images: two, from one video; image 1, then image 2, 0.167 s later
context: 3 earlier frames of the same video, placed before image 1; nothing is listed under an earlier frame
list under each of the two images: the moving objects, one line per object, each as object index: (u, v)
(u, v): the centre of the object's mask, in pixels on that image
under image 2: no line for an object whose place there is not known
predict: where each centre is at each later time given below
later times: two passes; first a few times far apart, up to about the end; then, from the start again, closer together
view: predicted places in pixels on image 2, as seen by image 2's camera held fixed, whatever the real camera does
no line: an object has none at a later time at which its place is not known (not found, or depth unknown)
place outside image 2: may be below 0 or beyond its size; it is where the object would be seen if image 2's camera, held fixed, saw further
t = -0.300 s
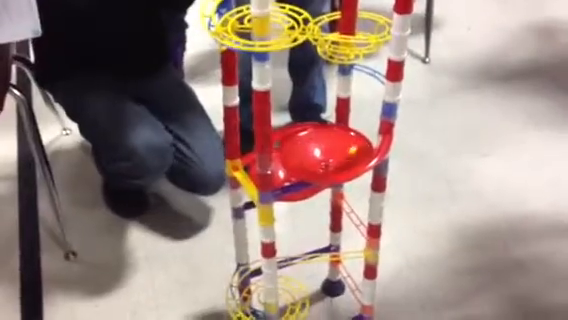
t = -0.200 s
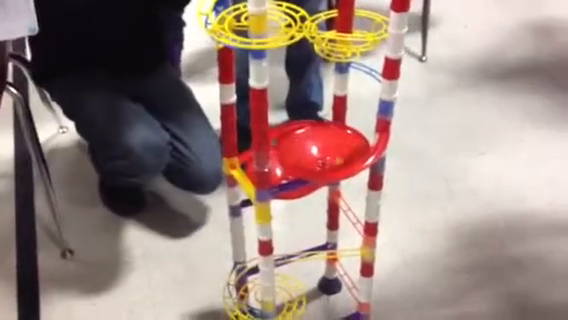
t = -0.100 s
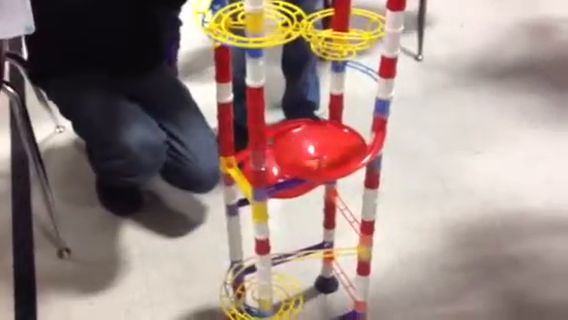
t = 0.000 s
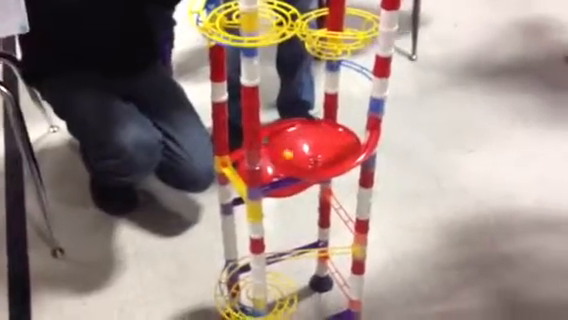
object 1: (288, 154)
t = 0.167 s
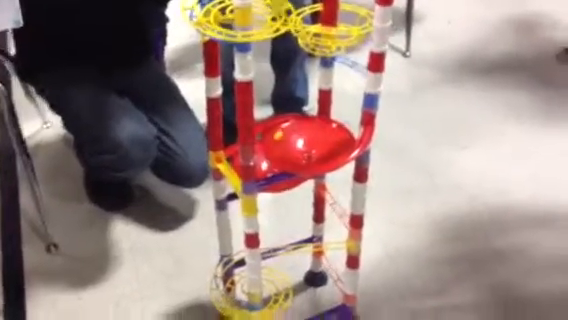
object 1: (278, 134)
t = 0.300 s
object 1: (291, 129)
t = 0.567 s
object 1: (327, 149)
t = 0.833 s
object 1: (301, 158)
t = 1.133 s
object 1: (316, 132)
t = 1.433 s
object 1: (324, 152)
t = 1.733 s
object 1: (291, 136)
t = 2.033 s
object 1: (323, 152)
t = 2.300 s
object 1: (299, 153)
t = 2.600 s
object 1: (327, 140)
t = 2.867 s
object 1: (295, 148)
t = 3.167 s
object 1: (321, 149)
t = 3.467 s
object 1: (304, 147)
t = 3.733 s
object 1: (320, 149)
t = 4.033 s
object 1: (311, 146)
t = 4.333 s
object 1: (313, 155)
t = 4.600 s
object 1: (306, 152)
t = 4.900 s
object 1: (311, 153)
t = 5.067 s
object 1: (312, 154)
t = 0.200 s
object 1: (281, 132)
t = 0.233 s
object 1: (282, 131)
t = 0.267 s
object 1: (286, 129)
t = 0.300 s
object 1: (291, 129)
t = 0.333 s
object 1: (296, 129)
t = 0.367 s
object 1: (302, 129)
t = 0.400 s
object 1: (308, 131)
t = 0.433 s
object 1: (314, 135)
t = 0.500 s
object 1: (322, 139)
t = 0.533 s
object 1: (326, 144)
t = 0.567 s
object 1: (327, 149)
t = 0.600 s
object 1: (327, 153)
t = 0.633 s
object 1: (324, 156)
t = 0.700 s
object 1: (317, 160)
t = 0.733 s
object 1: (312, 161)
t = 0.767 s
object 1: (307, 161)
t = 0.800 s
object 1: (304, 160)
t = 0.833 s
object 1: (301, 158)
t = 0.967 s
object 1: (294, 147)
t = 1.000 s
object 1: (297, 142)
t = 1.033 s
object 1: (300, 138)
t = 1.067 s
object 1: (306, 135)
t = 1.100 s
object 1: (312, 133)
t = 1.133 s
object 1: (316, 132)
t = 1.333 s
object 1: (332, 141)
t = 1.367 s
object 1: (331, 144)
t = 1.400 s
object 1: (328, 147)
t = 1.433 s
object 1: (324, 152)
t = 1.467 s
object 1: (324, 152)
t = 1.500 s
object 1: (321, 155)
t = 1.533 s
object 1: (308, 156)
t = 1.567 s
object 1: (297, 151)
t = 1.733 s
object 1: (291, 136)
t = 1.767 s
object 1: (292, 136)
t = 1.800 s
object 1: (294, 135)
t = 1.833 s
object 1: (299, 135)
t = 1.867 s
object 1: (303, 136)
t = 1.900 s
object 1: (309, 137)
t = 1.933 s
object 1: (315, 140)
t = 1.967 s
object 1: (318, 144)
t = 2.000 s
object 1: (322, 147)
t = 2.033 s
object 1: (323, 152)
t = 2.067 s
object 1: (322, 155)
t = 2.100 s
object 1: (318, 157)
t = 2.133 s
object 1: (316, 158)
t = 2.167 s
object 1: (312, 159)
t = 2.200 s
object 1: (310, 158)
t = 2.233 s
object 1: (309, 157)
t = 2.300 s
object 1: (299, 153)
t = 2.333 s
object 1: (299, 150)
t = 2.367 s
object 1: (300, 147)
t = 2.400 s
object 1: (304, 143)
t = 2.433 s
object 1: (311, 139)
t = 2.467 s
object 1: (315, 137)
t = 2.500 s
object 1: (319, 137)
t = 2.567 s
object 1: (326, 138)
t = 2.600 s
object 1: (327, 140)
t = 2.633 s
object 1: (327, 143)
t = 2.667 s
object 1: (325, 147)
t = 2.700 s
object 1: (323, 151)
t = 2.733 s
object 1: (323, 150)
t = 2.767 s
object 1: (312, 154)
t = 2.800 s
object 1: (302, 153)
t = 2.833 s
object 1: (298, 151)
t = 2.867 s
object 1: (295, 148)
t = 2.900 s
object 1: (294, 145)
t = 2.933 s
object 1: (294, 143)
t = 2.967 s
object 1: (296, 142)
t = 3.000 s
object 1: (297, 141)
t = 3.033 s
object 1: (302, 140)
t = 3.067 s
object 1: (307, 141)
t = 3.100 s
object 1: (313, 144)
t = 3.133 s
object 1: (318, 147)
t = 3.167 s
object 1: (321, 149)
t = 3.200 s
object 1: (322, 153)
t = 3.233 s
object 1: (320, 155)
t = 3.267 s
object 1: (318, 155)
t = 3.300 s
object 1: (315, 157)
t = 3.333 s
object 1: (312, 157)
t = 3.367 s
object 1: (308, 156)
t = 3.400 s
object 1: (305, 155)
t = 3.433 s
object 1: (304, 153)
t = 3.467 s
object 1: (304, 147)
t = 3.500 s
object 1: (308, 145)
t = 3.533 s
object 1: (310, 142)
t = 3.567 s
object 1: (315, 140)
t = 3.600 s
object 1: (319, 140)
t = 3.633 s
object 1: (322, 141)
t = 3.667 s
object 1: (324, 144)
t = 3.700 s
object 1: (323, 146)
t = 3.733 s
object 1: (320, 149)
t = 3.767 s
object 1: (315, 154)
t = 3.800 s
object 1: (310, 156)
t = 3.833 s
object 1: (309, 157)
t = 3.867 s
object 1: (302, 146)
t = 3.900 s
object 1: (302, 144)
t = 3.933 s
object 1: (303, 142)
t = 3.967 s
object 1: (304, 143)
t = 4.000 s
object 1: (309, 143)
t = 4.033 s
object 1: (311, 146)
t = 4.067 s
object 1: (314, 151)
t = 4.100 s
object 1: (313, 155)
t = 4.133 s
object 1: (310, 154)
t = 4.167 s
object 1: (305, 151)
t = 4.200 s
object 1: (304, 150)
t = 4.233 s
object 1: (305, 149)
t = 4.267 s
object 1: (309, 150)
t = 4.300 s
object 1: (313, 153)
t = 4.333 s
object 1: (313, 155)
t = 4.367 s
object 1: (307, 154)
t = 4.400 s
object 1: (305, 152)
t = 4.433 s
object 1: (305, 150)
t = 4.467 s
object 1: (309, 150)
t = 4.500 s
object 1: (313, 153)
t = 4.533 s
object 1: (312, 155)
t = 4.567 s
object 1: (308, 154)
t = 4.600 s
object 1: (306, 152)
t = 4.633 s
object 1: (308, 151)
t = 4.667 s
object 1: (312, 152)
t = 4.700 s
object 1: (314, 154)
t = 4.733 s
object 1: (310, 155)
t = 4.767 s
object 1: (307, 154)
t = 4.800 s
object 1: (309, 152)
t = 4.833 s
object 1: (312, 152)
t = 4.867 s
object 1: (314, 153)
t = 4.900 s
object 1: (311, 153)
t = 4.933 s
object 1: (310, 154)
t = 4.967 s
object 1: (311, 153)
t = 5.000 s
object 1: (311, 155)
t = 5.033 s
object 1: (311, 154)
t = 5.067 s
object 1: (312, 154)
